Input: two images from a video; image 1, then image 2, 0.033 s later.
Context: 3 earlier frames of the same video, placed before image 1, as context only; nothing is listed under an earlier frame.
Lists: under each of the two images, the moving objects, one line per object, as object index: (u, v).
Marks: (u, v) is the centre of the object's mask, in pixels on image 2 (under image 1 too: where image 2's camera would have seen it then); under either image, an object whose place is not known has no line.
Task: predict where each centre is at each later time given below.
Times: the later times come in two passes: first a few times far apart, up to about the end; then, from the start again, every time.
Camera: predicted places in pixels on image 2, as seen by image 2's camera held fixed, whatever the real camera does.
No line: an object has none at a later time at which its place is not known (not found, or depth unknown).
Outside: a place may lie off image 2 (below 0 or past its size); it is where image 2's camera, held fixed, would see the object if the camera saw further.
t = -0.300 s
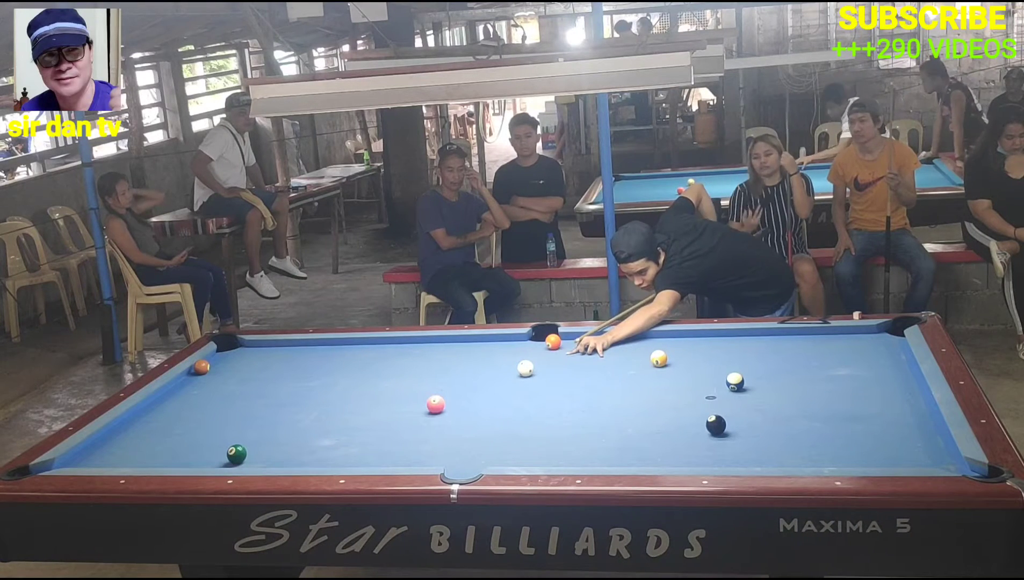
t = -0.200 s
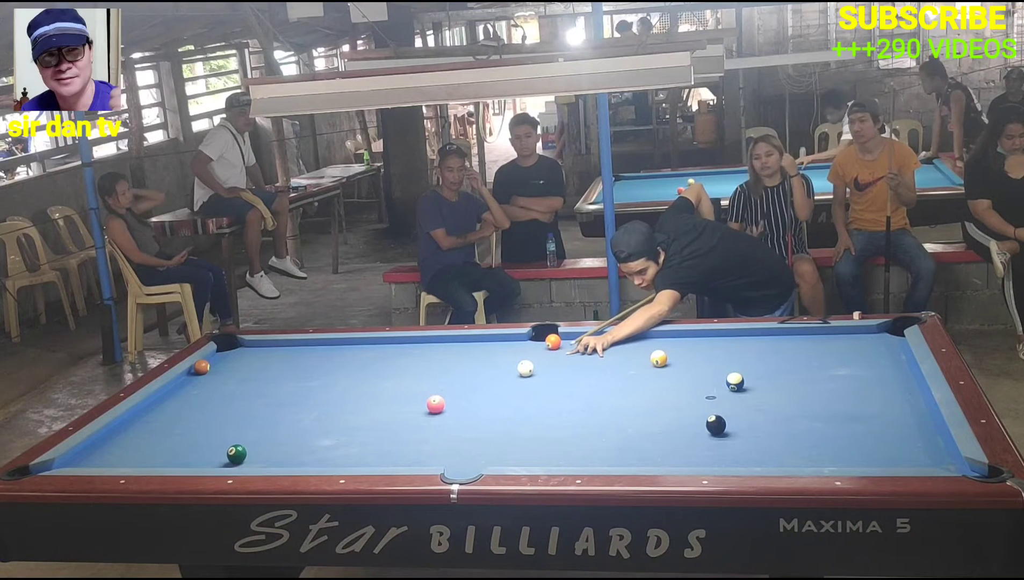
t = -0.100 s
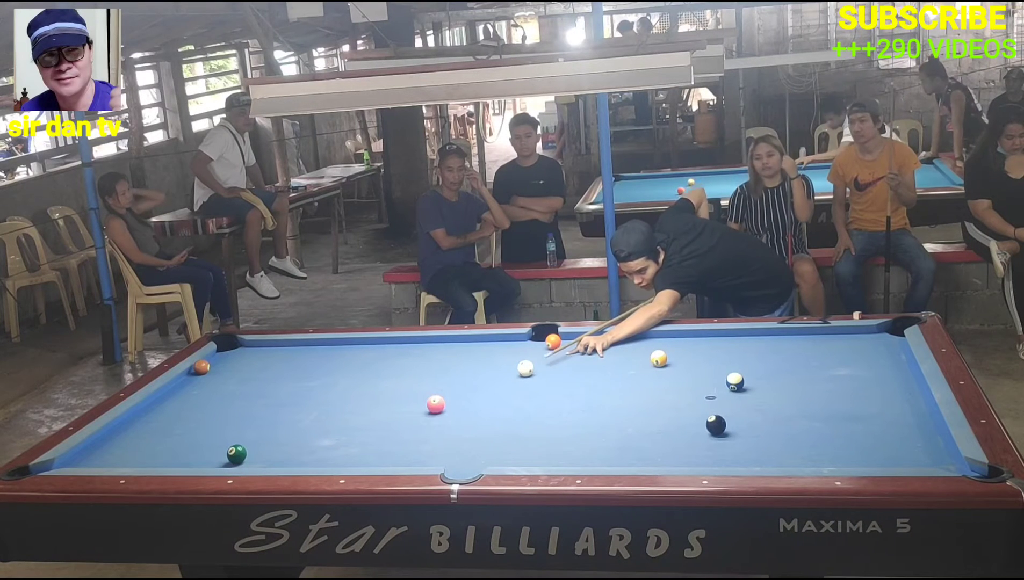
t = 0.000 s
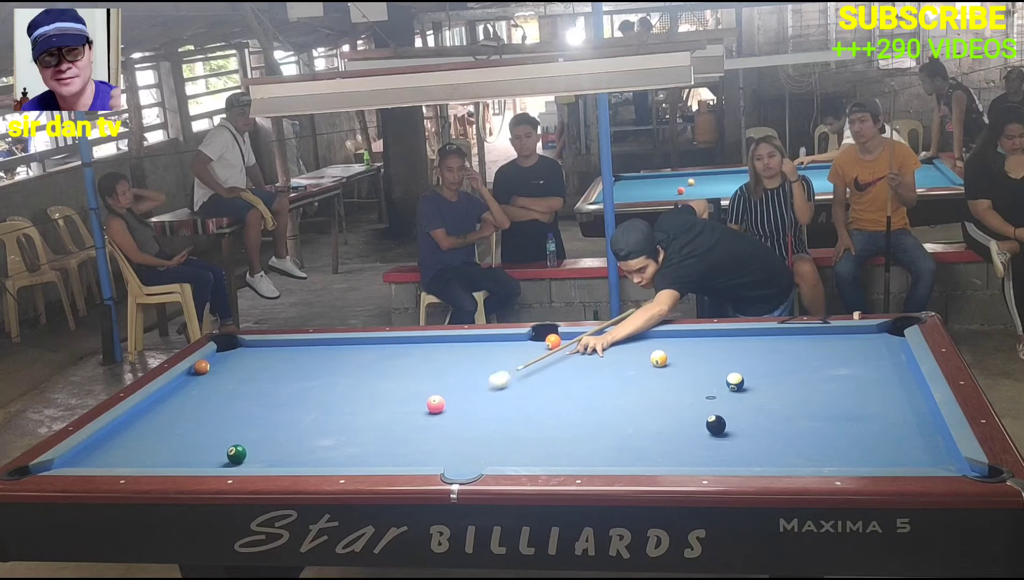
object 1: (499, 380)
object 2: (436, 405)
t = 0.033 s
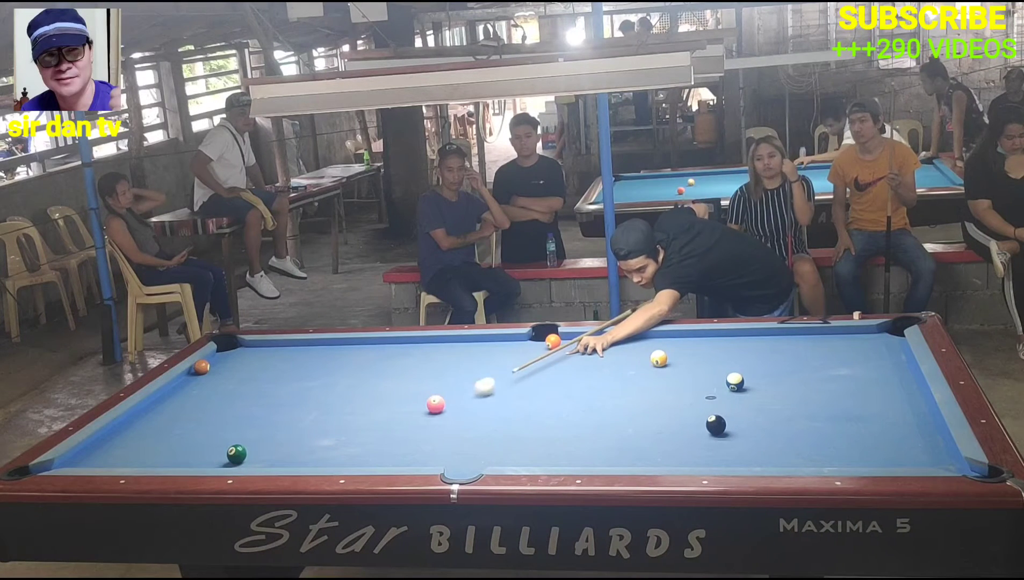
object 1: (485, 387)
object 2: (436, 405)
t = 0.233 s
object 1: (453, 421)
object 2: (381, 413)
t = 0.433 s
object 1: (437, 457)
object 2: (311, 424)
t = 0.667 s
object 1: (456, 447)
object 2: (231, 436)
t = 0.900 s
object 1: (481, 424)
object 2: (150, 448)
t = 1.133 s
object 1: (504, 404)
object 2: (68, 459)
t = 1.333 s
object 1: (521, 389)
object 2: (77, 464)
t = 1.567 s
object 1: (539, 373)
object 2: (106, 460)
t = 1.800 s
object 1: (555, 359)
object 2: (134, 454)
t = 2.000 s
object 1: (568, 348)
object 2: (155, 448)
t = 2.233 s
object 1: (581, 337)
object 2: (179, 443)
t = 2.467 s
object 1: (583, 342)
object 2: (200, 438)
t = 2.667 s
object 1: (584, 347)
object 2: (217, 434)
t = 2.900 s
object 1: (586, 354)
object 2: (236, 429)
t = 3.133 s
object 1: (587, 359)
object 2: (252, 425)
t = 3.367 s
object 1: (589, 365)
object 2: (268, 421)
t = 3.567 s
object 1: (590, 370)
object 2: (279, 419)
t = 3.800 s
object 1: (591, 376)
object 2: (292, 416)
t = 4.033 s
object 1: (593, 380)
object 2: (302, 414)
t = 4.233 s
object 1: (594, 385)
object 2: (310, 412)
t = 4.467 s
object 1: (595, 389)
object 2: (318, 410)
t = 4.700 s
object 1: (596, 393)
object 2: (324, 409)
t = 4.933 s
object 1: (597, 397)
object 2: (329, 408)
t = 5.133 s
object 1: (598, 400)
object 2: (332, 408)
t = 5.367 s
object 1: (598, 403)
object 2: (334, 407)
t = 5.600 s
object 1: (598, 405)
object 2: (334, 407)
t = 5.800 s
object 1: (600, 407)
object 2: (334, 407)
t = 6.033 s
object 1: (600, 408)
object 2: (334, 407)
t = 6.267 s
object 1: (601, 409)
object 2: (334, 407)
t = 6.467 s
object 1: (602, 409)
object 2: (334, 407)
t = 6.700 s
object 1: (602, 409)
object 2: (334, 407)
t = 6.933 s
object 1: (602, 409)
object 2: (335, 407)
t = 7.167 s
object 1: (602, 409)
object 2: (335, 407)
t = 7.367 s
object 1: (602, 409)
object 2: (335, 407)
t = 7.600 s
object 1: (602, 409)
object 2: (335, 407)
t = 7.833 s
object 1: (602, 409)
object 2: (335, 407)
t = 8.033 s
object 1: (602, 409)
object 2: (335, 407)
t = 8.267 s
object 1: (602, 409)
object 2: (335, 407)
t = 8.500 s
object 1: (602, 409)
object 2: (334, 407)
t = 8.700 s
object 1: (602, 409)
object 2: (334, 407)
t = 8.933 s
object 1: (602, 409)
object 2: (335, 407)
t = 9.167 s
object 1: (602, 409)
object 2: (334, 407)
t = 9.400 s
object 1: (602, 409)
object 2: (334, 407)
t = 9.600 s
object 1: (602, 409)
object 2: (334, 407)
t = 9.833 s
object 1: (602, 409)
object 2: (334, 407)
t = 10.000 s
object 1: (602, 409)
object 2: (334, 407)
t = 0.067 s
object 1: (470, 394)
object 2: (436, 405)
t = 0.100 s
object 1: (455, 401)
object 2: (435, 405)
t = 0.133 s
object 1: (454, 406)
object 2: (422, 406)
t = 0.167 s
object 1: (455, 411)
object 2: (406, 409)
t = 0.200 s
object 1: (455, 416)
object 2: (393, 411)
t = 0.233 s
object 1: (453, 421)
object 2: (381, 413)
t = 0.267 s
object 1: (450, 427)
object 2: (369, 415)
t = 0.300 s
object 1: (448, 433)
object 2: (357, 416)
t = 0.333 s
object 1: (445, 439)
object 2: (346, 418)
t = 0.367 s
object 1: (443, 445)
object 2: (335, 420)
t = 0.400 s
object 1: (440, 451)
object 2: (323, 422)
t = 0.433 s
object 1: (437, 457)
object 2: (311, 424)
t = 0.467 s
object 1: (434, 461)
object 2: (300, 425)
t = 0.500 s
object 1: (435, 461)
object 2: (289, 427)
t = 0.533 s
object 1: (440, 459)
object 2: (277, 429)
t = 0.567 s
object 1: (444, 457)
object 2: (265, 431)
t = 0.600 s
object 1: (448, 454)
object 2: (254, 432)
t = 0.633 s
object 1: (452, 450)
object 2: (243, 434)
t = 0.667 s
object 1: (456, 447)
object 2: (231, 436)
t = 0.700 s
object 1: (460, 443)
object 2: (219, 438)
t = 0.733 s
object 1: (464, 440)
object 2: (208, 439)
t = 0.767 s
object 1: (467, 437)
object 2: (196, 441)
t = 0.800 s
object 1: (471, 434)
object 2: (184, 443)
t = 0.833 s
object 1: (474, 430)
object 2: (173, 445)
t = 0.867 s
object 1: (478, 427)
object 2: (161, 447)
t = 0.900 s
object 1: (481, 424)
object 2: (150, 448)
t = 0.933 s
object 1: (485, 421)
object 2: (138, 450)
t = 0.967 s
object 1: (488, 418)
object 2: (127, 452)
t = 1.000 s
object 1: (491, 415)
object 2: (115, 453)
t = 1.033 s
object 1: (495, 413)
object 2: (103, 455)
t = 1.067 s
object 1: (498, 410)
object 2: (91, 457)
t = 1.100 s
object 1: (501, 407)
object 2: (80, 458)
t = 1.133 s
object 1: (504, 404)
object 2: (68, 459)
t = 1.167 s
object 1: (507, 402)
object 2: (66, 461)
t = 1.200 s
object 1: (509, 399)
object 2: (68, 461)
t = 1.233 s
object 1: (512, 397)
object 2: (70, 462)
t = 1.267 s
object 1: (515, 394)
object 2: (72, 463)
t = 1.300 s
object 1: (518, 392)
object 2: (74, 464)
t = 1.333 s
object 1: (521, 389)
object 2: (77, 464)
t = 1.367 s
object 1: (524, 387)
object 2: (81, 463)
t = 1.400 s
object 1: (526, 385)
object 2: (85, 463)
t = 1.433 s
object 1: (528, 383)
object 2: (90, 462)
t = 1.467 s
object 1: (531, 380)
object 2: (94, 462)
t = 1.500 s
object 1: (534, 378)
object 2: (98, 461)
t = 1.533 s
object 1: (536, 376)
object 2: (102, 460)
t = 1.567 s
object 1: (539, 373)
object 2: (106, 460)
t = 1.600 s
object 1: (541, 371)
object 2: (110, 459)
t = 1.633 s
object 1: (544, 369)
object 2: (114, 458)
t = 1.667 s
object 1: (546, 367)
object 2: (118, 458)
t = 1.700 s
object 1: (548, 365)
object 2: (122, 457)
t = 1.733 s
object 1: (551, 363)
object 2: (126, 456)
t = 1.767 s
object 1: (553, 361)
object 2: (129, 455)
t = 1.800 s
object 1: (555, 359)
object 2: (134, 454)
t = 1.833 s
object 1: (557, 357)
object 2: (137, 453)
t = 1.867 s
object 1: (559, 355)
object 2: (141, 452)
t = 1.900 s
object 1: (562, 354)
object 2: (145, 451)
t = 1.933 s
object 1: (564, 352)
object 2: (148, 450)
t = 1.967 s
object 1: (565, 350)
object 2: (151, 450)
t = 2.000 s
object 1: (568, 348)
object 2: (155, 448)
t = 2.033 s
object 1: (570, 347)
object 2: (159, 448)
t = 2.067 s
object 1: (571, 345)
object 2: (162, 447)
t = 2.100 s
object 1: (573, 343)
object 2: (166, 446)
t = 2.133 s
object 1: (575, 341)
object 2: (169, 445)
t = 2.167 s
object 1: (577, 340)
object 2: (172, 444)
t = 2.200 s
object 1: (579, 338)
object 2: (176, 444)
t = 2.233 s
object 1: (581, 337)
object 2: (179, 443)
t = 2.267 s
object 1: (582, 337)
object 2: (182, 442)
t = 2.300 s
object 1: (582, 337)
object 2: (185, 441)
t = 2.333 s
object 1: (582, 338)
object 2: (188, 441)
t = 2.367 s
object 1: (582, 339)
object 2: (191, 440)
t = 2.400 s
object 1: (582, 340)
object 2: (194, 439)
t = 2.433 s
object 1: (583, 341)
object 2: (197, 438)
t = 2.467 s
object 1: (583, 342)
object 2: (200, 438)
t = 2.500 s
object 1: (583, 343)
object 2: (203, 437)
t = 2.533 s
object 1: (583, 344)
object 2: (206, 436)
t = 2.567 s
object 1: (583, 344)
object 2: (209, 436)
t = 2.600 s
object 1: (584, 345)
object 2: (212, 435)
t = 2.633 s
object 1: (584, 346)
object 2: (215, 434)
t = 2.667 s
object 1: (584, 347)
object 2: (217, 434)
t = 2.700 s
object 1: (584, 348)
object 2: (220, 433)
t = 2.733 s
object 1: (584, 349)
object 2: (223, 432)
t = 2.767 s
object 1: (584, 350)
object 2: (225, 432)
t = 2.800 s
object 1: (585, 351)
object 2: (228, 431)
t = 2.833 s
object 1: (585, 352)
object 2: (231, 430)
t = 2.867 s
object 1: (585, 353)
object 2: (233, 429)
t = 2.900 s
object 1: (586, 354)
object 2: (236, 429)
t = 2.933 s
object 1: (586, 354)
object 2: (238, 428)
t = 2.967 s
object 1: (586, 355)
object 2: (241, 428)
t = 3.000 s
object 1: (586, 356)
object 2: (243, 427)
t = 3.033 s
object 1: (586, 357)
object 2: (246, 427)
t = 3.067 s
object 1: (587, 358)
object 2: (248, 426)
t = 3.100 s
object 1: (587, 358)
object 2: (250, 426)
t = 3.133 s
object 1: (587, 359)
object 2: (252, 425)
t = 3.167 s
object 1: (587, 360)
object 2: (255, 424)
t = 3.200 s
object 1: (587, 361)
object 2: (257, 424)
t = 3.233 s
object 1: (588, 362)
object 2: (259, 423)
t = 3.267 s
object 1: (588, 363)
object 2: (261, 423)
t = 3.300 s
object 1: (588, 364)
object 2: (263, 422)
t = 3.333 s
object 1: (588, 364)
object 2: (266, 422)
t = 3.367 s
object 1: (589, 365)
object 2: (268, 421)
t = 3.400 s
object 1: (589, 366)
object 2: (270, 421)
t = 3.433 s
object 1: (589, 367)
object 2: (272, 421)
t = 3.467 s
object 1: (589, 368)
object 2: (273, 420)
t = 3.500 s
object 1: (589, 369)
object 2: (275, 420)
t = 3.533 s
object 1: (590, 369)
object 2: (277, 419)
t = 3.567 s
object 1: (590, 370)
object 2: (279, 419)
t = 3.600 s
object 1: (590, 371)
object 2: (281, 418)
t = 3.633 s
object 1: (590, 372)
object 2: (283, 418)
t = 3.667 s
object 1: (591, 372)
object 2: (285, 417)
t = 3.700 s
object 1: (591, 373)
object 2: (286, 417)
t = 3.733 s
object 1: (591, 374)
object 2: (288, 417)
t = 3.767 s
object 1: (591, 375)
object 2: (290, 416)
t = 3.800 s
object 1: (591, 376)
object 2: (292, 416)
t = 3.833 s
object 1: (592, 376)
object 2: (293, 416)
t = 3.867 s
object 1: (592, 377)
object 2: (295, 415)
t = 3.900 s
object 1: (592, 378)
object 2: (296, 415)
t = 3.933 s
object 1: (592, 378)
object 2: (298, 415)
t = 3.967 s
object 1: (592, 379)
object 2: (299, 414)
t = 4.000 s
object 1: (592, 380)
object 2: (301, 414)
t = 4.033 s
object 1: (593, 380)
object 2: (302, 414)
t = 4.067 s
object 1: (593, 381)
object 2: (304, 413)
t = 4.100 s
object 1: (593, 382)
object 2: (305, 413)
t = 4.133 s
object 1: (593, 383)
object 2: (306, 413)
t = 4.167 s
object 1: (593, 383)
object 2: (308, 412)
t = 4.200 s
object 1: (594, 384)
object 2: (309, 412)
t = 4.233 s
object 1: (594, 385)
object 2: (310, 412)
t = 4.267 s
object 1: (594, 385)
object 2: (311, 411)
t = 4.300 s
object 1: (594, 386)
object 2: (313, 411)
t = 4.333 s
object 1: (594, 387)
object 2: (314, 411)
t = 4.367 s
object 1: (595, 387)
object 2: (315, 411)
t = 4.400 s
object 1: (595, 388)
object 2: (316, 411)
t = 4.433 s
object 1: (595, 389)
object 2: (317, 410)
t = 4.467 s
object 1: (595, 389)
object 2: (318, 410)
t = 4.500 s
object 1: (595, 390)
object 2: (319, 410)
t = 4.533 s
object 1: (595, 390)
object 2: (320, 410)
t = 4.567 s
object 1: (596, 391)
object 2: (321, 410)
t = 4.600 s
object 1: (596, 392)
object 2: (322, 409)
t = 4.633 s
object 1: (596, 392)
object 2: (323, 410)
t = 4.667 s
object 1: (596, 393)
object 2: (323, 409)
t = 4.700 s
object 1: (596, 393)
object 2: (324, 409)
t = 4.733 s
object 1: (596, 394)
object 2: (325, 409)
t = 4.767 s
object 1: (596, 394)
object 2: (326, 409)
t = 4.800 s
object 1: (597, 395)
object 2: (326, 409)
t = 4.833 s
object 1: (597, 396)
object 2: (327, 409)
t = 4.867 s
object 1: (596, 396)
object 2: (328, 408)
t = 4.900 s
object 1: (597, 396)
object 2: (328, 408)
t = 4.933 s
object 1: (597, 397)
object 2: (329, 408)
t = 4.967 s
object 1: (597, 398)
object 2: (329, 408)
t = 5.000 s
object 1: (597, 398)
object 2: (330, 408)
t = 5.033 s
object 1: (597, 399)
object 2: (331, 408)
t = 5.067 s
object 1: (597, 399)
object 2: (331, 408)
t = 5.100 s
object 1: (598, 399)
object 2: (331, 408)
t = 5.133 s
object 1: (598, 400)
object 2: (332, 408)
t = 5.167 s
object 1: (598, 400)
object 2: (332, 407)
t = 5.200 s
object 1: (598, 401)
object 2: (332, 407)
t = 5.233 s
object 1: (598, 401)
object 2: (333, 407)
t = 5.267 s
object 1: (598, 401)
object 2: (333, 407)
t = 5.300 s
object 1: (598, 402)
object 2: (333, 407)
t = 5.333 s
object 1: (598, 402)
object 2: (334, 407)
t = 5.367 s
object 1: (598, 403)
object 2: (334, 407)
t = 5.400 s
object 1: (598, 403)
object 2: (334, 407)
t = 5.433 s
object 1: (598, 404)
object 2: (334, 407)
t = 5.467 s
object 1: (598, 404)
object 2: (334, 407)
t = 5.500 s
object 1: (598, 404)
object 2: (334, 407)
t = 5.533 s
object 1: (598, 405)
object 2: (334, 407)
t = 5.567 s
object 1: (598, 405)
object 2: (334, 407)
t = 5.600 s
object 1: (598, 405)
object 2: (334, 407)
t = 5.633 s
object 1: (599, 405)
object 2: (334, 407)
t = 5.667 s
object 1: (599, 406)
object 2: (334, 407)
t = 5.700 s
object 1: (599, 406)
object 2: (334, 407)
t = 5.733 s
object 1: (599, 406)
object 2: (334, 407)
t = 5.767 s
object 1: (599, 407)
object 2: (334, 407)
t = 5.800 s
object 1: (600, 407)
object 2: (334, 407)
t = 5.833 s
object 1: (600, 407)
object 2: (334, 407)
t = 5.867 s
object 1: (600, 407)
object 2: (334, 407)
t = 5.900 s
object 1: (600, 407)
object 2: (334, 407)
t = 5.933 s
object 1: (600, 408)
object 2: (334, 407)
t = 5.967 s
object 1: (600, 408)
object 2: (334, 407)
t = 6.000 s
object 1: (600, 408)
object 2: (334, 407)
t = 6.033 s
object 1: (600, 408)
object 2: (334, 407)
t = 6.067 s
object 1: (600, 408)
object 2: (334, 407)
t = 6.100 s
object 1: (601, 408)
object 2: (334, 407)
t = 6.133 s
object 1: (601, 409)
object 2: (334, 407)
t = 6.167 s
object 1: (601, 409)
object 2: (334, 407)
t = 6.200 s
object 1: (601, 409)
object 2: (334, 407)
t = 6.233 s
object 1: (601, 409)
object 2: (334, 407)
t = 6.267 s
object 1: (601, 409)
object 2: (334, 407)
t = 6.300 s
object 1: (601, 409)
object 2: (334, 407)
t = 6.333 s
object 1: (601, 409)
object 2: (334, 407)
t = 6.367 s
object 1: (602, 409)
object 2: (334, 407)
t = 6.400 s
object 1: (602, 409)
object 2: (334, 407)
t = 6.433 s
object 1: (602, 409)
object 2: (334, 407)
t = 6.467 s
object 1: (602, 409)
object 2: (334, 407)
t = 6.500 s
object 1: (602, 409)
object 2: (334, 407)
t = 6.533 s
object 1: (602, 409)
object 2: (334, 407)
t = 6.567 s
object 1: (602, 409)
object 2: (334, 407)
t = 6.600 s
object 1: (602, 409)
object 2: (335, 407)
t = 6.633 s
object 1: (602, 409)
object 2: (335, 407)
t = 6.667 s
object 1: (603, 409)
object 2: (335, 407)
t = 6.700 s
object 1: (602, 409)
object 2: (334, 407)
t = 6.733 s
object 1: (602, 409)
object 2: (334, 407)
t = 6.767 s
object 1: (602, 409)
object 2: (335, 407)
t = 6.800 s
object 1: (602, 409)
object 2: (335, 407)
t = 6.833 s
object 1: (602, 409)
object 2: (335, 407)
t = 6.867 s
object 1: (602, 409)
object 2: (335, 407)
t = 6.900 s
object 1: (602, 409)
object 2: (335, 407)
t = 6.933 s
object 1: (602, 409)
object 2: (335, 407)
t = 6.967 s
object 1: (602, 409)
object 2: (335, 407)
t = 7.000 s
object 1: (602, 409)
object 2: (335, 407)
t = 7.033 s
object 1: (602, 409)
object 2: (335, 407)
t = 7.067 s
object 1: (602, 409)
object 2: (335, 407)
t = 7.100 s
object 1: (602, 409)
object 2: (335, 407)
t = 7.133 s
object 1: (602, 409)
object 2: (334, 407)
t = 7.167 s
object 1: (602, 409)
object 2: (335, 407)
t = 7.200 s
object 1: (602, 409)
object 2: (335, 407)
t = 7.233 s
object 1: (602, 409)
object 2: (335, 407)
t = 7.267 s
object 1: (602, 409)
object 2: (335, 407)
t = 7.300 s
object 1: (602, 409)
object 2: (335, 407)
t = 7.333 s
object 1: (602, 409)
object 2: (335, 407)
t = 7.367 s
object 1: (602, 409)
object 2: (335, 407)
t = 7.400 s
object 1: (602, 409)
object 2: (335, 407)
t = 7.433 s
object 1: (602, 409)
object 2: (335, 407)
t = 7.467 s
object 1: (602, 409)
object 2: (335, 407)
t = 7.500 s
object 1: (602, 409)
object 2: (335, 407)
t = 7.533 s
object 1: (602, 409)
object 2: (335, 407)
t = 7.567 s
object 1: (602, 409)
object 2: (335, 407)
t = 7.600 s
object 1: (602, 409)
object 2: (335, 407)
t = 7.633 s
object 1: (602, 409)
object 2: (335, 407)
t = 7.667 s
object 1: (602, 409)
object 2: (335, 407)
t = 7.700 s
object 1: (602, 409)
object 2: (335, 407)
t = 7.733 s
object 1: (602, 409)
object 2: (335, 407)
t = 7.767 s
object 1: (602, 409)
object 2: (335, 407)
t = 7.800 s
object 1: (602, 409)
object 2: (335, 407)
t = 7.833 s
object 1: (602, 409)
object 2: (335, 407)
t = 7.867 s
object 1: (602, 409)
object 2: (335, 407)
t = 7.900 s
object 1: (602, 409)
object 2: (335, 407)
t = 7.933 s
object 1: (602, 409)
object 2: (335, 407)
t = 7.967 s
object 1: (602, 409)
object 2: (334, 407)
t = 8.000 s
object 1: (602, 409)
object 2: (335, 407)
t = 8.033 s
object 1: (602, 409)
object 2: (335, 407)
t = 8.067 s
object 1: (602, 409)
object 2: (335, 407)
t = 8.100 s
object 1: (602, 409)
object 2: (335, 407)
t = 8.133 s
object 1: (602, 409)
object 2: (335, 407)
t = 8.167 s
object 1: (602, 409)
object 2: (335, 407)
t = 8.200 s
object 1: (602, 409)
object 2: (335, 407)
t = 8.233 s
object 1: (602, 409)
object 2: (335, 407)
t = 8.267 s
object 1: (602, 409)
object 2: (335, 407)
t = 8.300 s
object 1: (602, 409)
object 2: (335, 407)
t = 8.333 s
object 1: (602, 409)
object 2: (335, 407)
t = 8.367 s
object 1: (602, 409)
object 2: (334, 407)
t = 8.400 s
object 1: (602, 409)
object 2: (334, 407)
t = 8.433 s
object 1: (602, 409)
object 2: (334, 407)
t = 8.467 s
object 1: (602, 409)
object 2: (334, 407)
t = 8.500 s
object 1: (602, 409)
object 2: (334, 407)
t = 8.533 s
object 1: (602, 409)
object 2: (334, 407)
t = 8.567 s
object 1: (602, 409)
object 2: (334, 407)
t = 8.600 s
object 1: (602, 409)
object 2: (334, 407)
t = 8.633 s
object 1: (602, 409)
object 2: (334, 407)
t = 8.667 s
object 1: (602, 409)
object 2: (334, 407)
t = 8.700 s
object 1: (602, 409)
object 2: (334, 407)
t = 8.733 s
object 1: (602, 409)
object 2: (334, 407)
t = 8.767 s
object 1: (602, 409)
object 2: (334, 407)
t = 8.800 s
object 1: (602, 409)
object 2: (334, 407)
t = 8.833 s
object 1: (602, 409)
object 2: (335, 407)
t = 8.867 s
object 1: (602, 409)
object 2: (334, 407)
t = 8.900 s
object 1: (602, 409)
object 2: (334, 407)
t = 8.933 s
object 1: (602, 409)
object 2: (335, 407)
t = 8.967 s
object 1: (602, 409)
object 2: (335, 407)
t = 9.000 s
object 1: (602, 409)
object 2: (335, 407)
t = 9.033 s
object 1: (602, 409)
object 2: (335, 407)
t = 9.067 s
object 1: (602, 409)
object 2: (335, 407)
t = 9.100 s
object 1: (602, 409)
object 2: (335, 407)
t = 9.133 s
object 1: (602, 409)
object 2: (335, 407)
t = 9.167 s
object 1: (602, 409)
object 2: (334, 407)
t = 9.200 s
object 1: (602, 409)
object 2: (335, 407)
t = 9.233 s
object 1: (602, 409)
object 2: (334, 407)
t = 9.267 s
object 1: (602, 409)
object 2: (334, 407)
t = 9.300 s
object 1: (602, 409)
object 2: (334, 407)
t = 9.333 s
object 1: (602, 409)
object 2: (334, 407)
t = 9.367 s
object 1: (602, 409)
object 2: (334, 407)
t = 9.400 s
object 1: (602, 409)
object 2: (334, 407)
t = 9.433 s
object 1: (602, 409)
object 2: (334, 407)
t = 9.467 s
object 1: (602, 409)
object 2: (334, 407)
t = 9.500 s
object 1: (602, 409)
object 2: (334, 407)
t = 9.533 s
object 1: (602, 409)
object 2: (334, 407)
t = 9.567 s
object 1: (602, 409)
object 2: (334, 407)
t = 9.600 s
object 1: (602, 409)
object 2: (334, 407)
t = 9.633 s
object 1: (602, 409)
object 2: (334, 407)
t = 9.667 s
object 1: (602, 409)
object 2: (334, 407)
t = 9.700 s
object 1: (602, 409)
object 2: (334, 407)
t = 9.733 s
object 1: (602, 409)
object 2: (334, 407)
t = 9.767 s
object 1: (602, 409)
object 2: (334, 407)
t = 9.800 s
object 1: (602, 409)
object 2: (334, 407)
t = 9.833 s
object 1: (602, 409)
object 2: (334, 407)
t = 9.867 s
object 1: (602, 409)
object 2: (334, 407)
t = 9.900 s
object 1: (602, 409)
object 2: (334, 407)
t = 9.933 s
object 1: (602, 409)
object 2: (334, 407)
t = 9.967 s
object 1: (602, 409)
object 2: (334, 407)
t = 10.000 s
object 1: (602, 409)
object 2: (334, 407)
